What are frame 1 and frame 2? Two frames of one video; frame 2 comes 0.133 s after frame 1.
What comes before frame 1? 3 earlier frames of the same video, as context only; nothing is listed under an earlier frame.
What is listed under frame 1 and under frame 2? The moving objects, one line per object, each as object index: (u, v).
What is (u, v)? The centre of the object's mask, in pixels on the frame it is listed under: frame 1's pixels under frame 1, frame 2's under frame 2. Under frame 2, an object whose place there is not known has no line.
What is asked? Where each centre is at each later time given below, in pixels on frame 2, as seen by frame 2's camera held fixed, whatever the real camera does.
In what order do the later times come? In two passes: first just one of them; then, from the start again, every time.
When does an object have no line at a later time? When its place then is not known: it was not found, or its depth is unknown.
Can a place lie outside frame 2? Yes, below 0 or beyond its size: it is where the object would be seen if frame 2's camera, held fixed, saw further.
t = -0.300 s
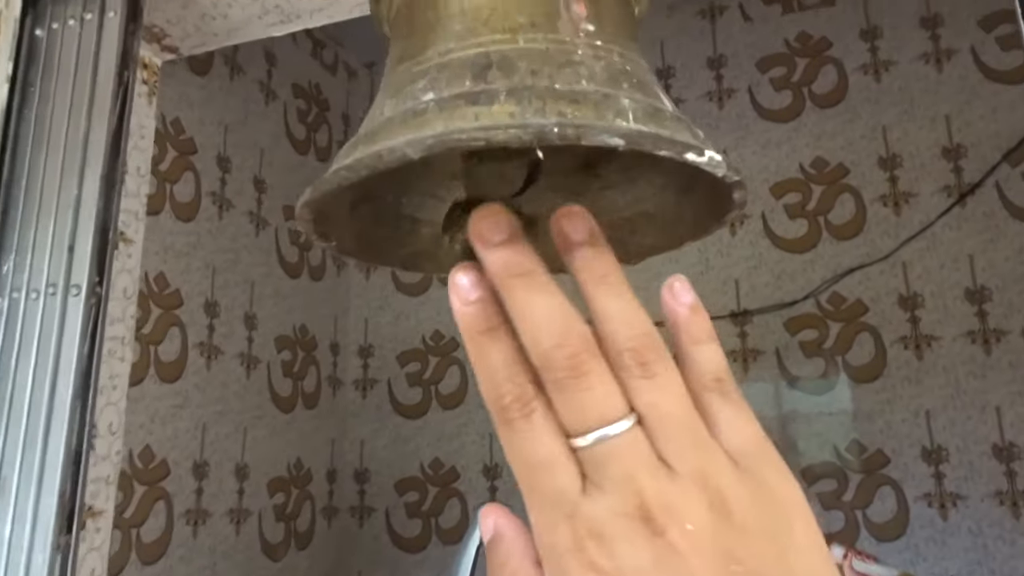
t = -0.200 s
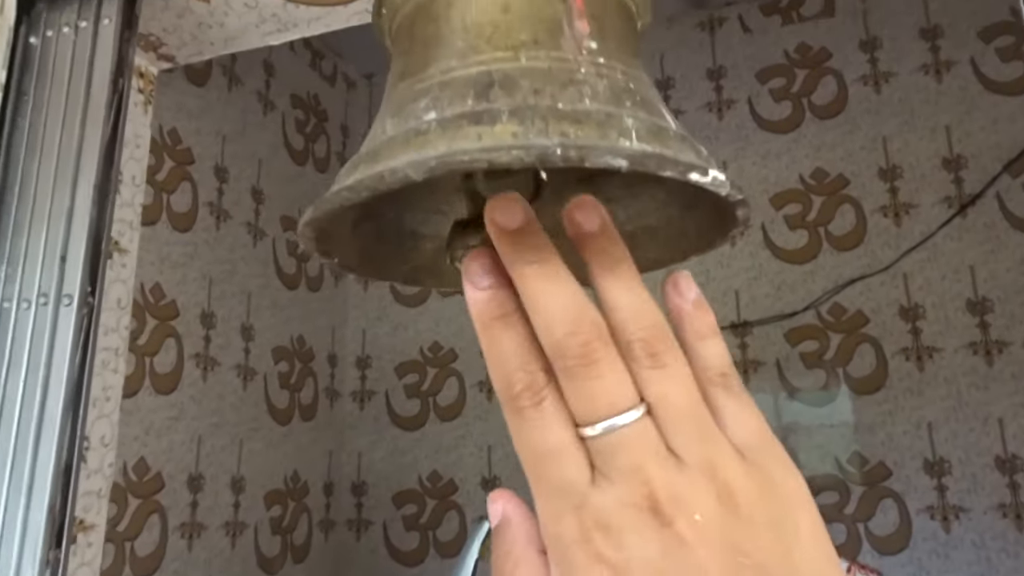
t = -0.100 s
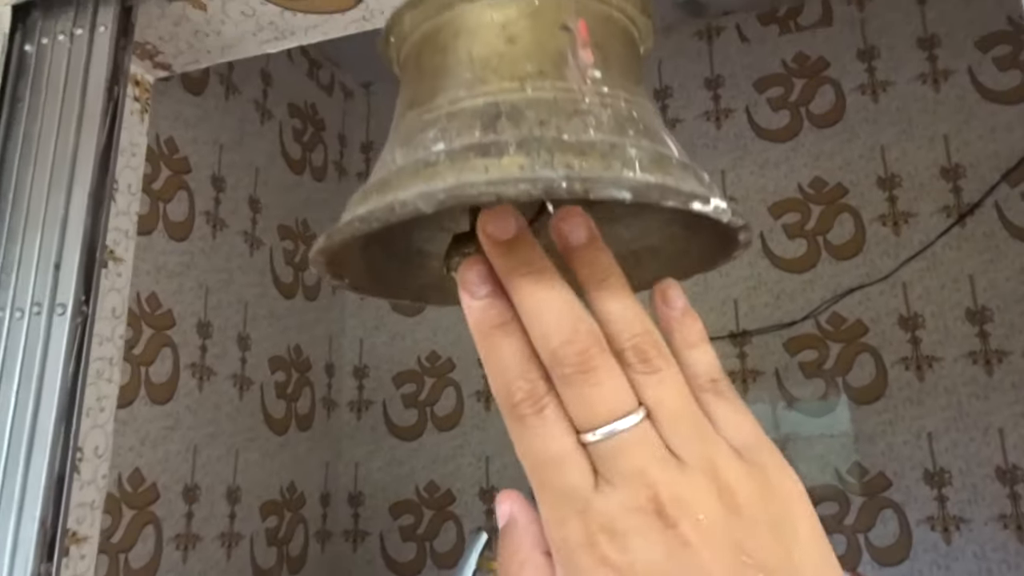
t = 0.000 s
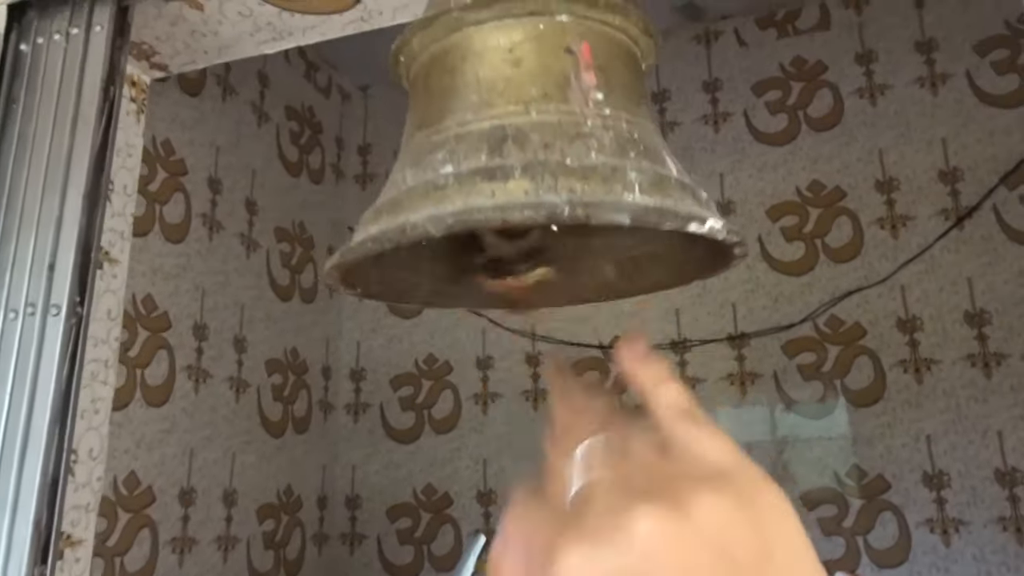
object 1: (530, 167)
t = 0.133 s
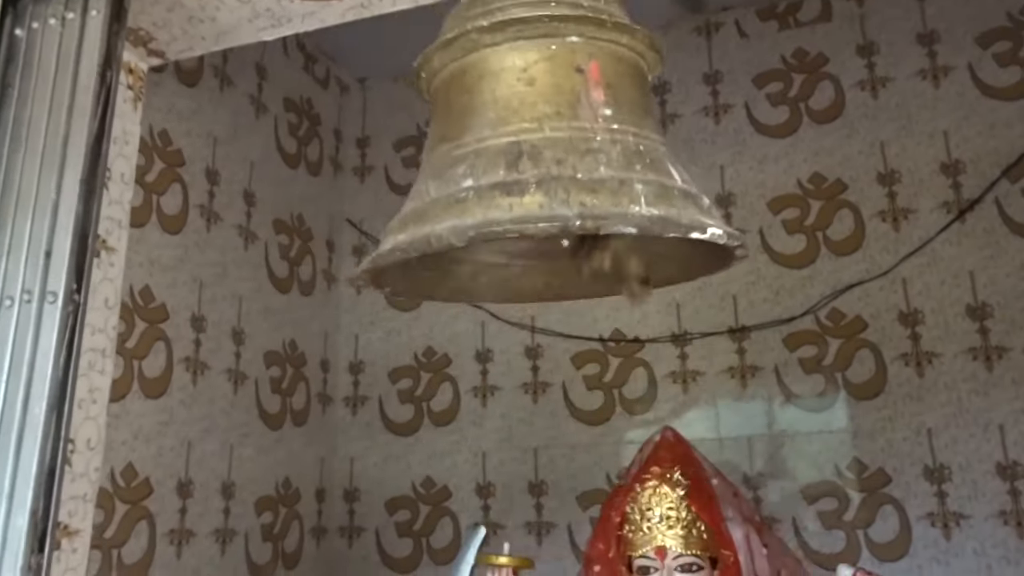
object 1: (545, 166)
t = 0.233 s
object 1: (558, 172)
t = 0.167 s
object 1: (547, 167)
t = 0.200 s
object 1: (553, 170)
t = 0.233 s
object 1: (558, 172)
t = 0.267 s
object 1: (561, 173)
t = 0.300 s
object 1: (565, 174)
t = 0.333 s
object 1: (566, 175)
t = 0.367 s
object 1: (566, 174)
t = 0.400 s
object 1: (566, 174)
